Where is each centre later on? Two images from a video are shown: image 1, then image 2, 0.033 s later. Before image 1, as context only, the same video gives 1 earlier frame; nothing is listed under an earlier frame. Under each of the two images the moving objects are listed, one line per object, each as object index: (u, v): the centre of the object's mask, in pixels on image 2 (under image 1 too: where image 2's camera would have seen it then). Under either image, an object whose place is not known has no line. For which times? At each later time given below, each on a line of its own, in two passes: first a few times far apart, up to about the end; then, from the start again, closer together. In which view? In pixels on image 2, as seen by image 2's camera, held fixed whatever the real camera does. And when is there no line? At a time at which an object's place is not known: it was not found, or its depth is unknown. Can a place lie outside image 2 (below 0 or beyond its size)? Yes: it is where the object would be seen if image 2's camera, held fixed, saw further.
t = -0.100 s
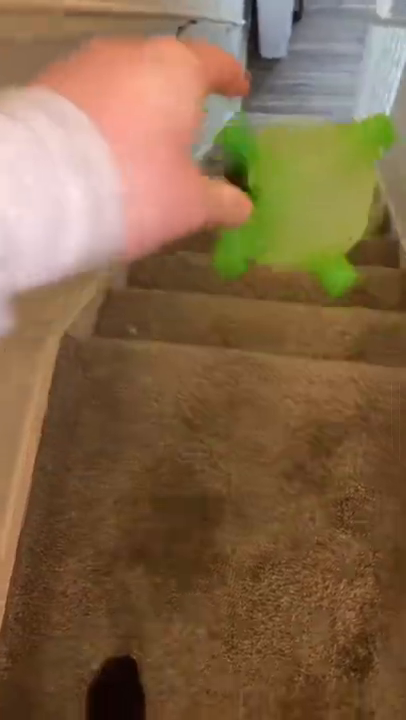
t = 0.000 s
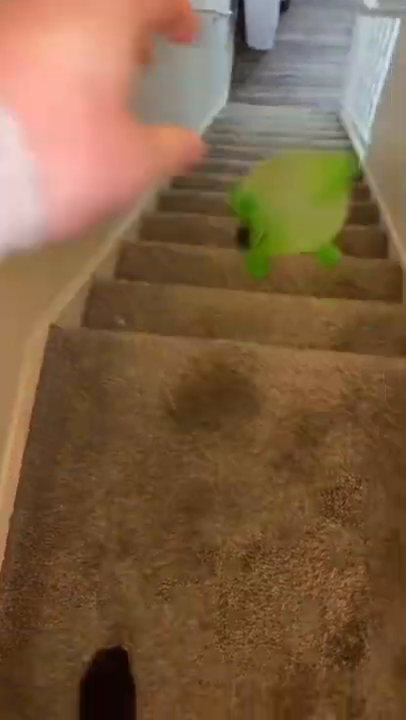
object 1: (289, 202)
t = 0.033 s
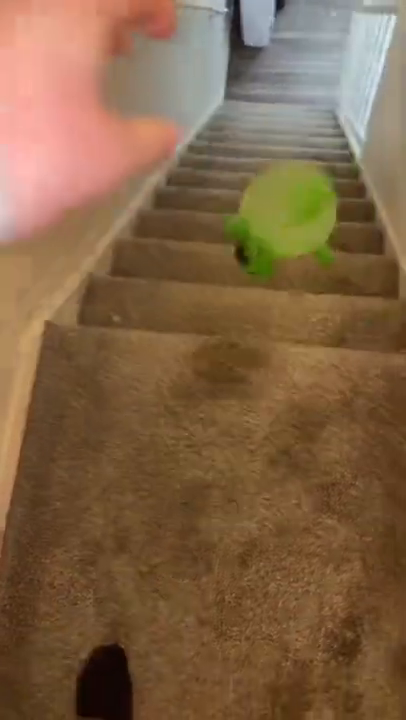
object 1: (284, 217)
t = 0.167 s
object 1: (285, 266)
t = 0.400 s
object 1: (300, 187)
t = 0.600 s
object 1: (311, 128)
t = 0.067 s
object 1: (285, 227)
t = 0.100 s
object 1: (287, 240)
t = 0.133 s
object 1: (286, 252)
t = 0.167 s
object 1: (285, 266)
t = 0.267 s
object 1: (291, 266)
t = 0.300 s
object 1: (288, 261)
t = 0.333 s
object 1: (292, 234)
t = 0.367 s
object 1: (298, 207)
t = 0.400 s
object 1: (300, 187)
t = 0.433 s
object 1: (305, 167)
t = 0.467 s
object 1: (305, 155)
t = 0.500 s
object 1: (309, 143)
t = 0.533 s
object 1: (310, 135)
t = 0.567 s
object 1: (311, 130)
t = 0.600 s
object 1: (311, 128)
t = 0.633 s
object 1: (312, 126)
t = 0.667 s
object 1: (313, 127)
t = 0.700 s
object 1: (313, 126)
